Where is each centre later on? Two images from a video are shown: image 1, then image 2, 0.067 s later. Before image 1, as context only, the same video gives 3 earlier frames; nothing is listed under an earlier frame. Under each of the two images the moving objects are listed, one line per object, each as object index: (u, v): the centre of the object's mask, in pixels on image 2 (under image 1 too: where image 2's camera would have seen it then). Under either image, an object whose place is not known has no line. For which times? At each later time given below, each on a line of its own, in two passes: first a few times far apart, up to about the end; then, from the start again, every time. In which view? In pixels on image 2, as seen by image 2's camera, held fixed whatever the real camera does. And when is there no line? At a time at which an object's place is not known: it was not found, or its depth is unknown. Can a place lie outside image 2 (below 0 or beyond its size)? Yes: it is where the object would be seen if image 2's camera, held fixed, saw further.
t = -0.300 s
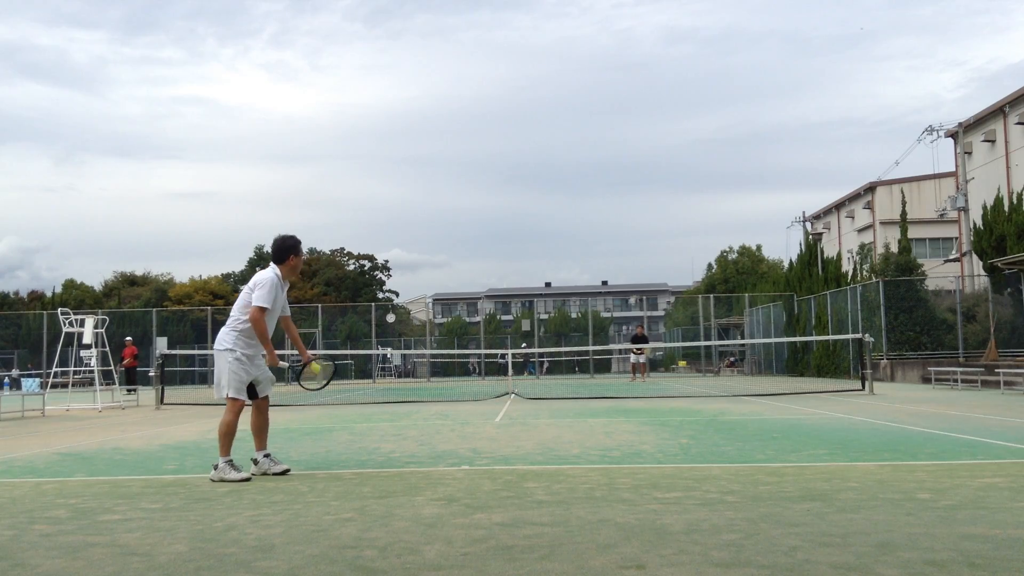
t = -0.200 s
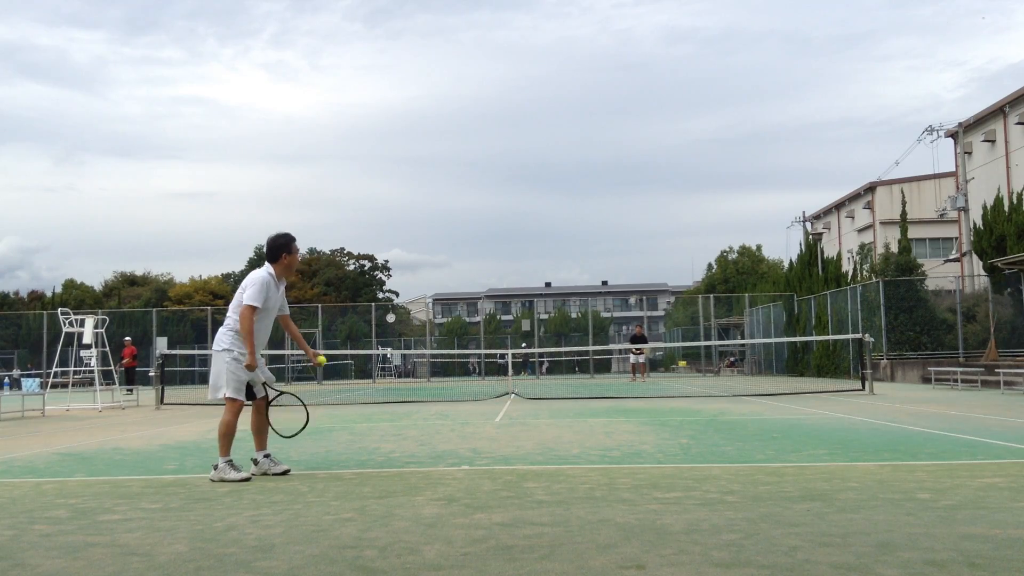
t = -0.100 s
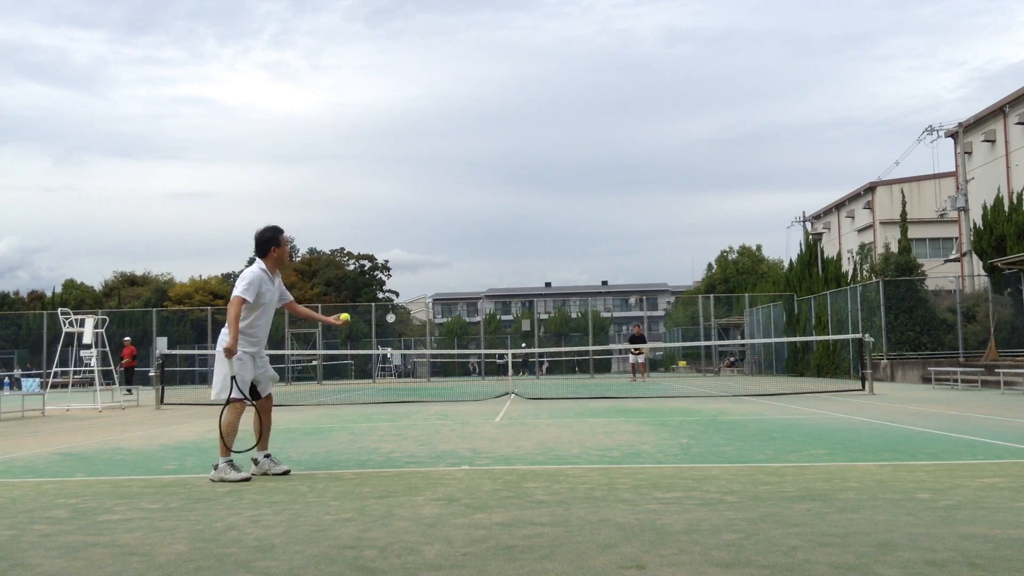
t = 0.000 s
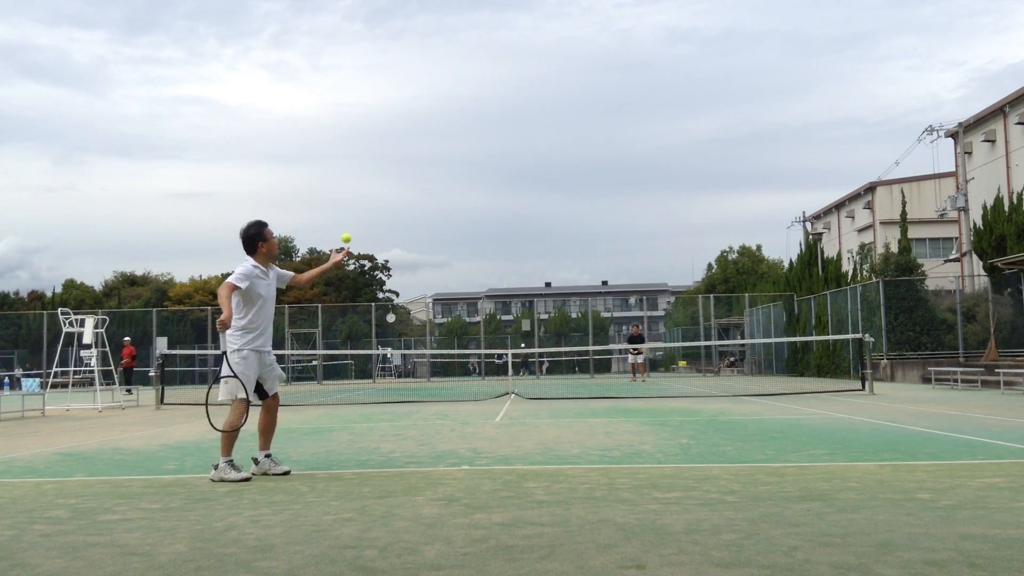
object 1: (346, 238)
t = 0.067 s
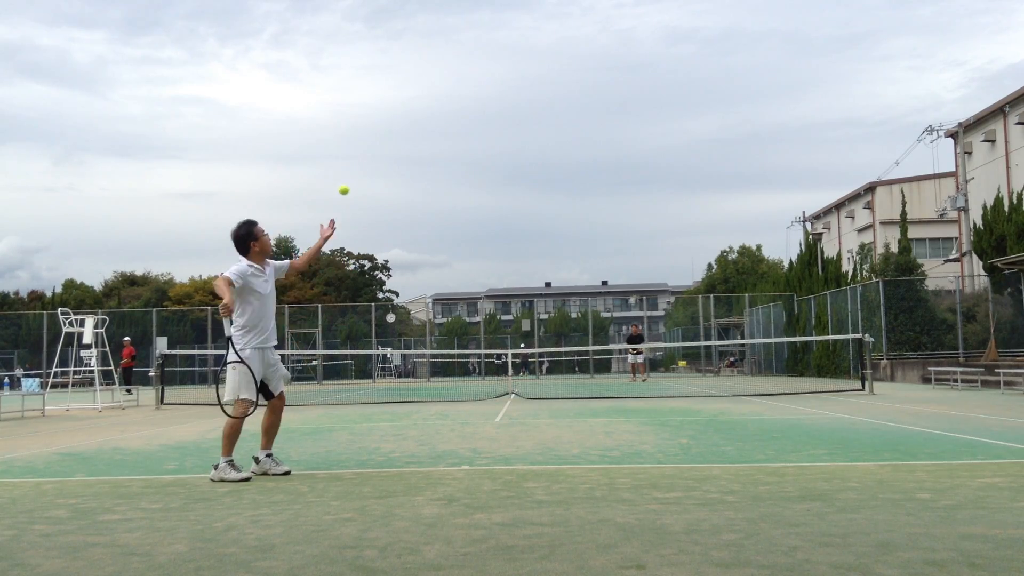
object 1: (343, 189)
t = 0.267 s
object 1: (336, 80)
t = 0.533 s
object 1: (329, 16)
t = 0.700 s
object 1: (325, 27)
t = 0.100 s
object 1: (342, 168)
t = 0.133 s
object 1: (341, 147)
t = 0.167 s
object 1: (340, 128)
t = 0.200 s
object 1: (339, 111)
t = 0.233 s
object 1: (337, 94)
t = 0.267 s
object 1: (336, 80)
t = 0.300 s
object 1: (335, 66)
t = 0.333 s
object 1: (334, 55)
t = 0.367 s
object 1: (333, 44)
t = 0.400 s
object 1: (332, 35)
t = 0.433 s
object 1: (332, 28)
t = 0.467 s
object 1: (331, 23)
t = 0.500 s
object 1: (330, 18)
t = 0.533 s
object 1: (329, 16)
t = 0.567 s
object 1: (328, 15)
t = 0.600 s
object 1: (328, 16)
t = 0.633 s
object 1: (327, 18)
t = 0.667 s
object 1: (326, 22)
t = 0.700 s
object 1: (325, 27)
